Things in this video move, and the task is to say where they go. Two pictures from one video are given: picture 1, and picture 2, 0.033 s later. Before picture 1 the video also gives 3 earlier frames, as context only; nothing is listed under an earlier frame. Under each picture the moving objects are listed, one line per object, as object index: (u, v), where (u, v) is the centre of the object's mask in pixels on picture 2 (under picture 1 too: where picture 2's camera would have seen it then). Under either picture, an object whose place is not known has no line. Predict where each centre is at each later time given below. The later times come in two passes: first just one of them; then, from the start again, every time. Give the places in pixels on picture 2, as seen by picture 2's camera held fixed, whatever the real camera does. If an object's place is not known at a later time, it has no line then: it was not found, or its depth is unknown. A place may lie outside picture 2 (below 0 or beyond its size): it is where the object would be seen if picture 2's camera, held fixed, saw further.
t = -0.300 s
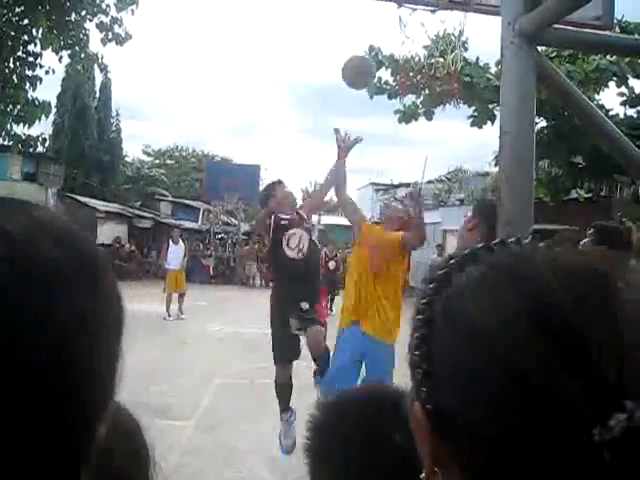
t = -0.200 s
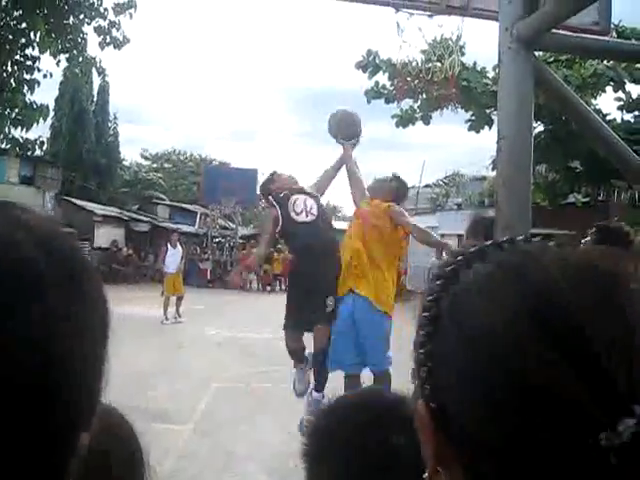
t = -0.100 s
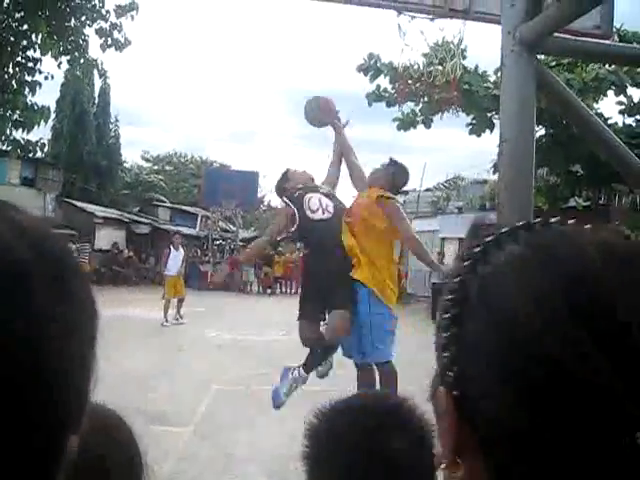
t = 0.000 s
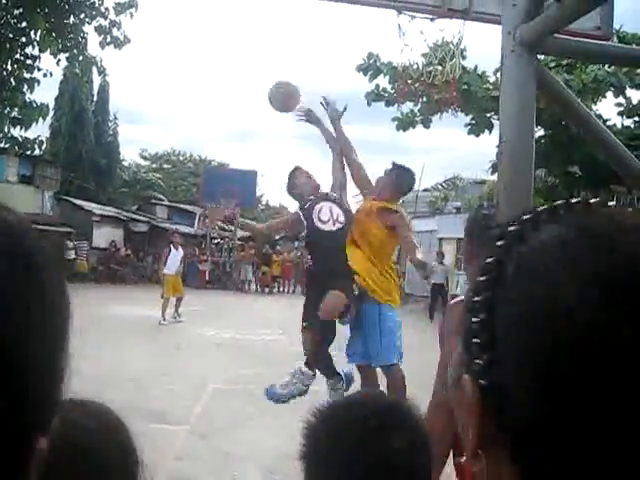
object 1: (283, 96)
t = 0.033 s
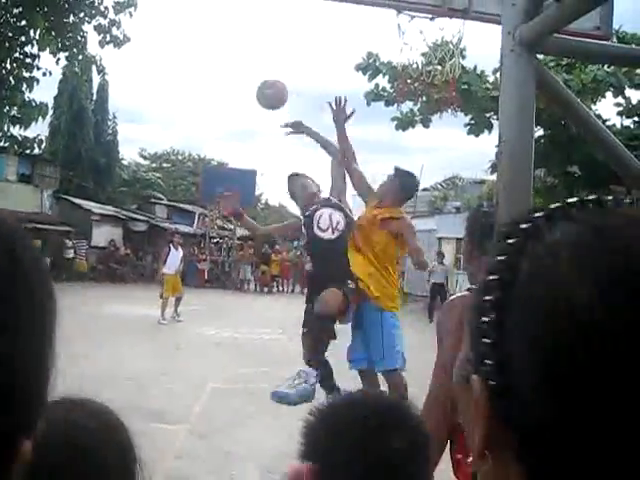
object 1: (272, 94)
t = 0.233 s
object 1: (202, 114)
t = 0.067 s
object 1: (260, 94)
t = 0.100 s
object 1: (248, 95)
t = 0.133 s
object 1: (237, 98)
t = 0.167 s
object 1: (225, 102)
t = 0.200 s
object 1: (214, 107)
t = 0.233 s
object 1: (202, 114)
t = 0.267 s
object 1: (191, 122)
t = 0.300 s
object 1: (180, 131)
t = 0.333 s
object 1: (168, 143)
